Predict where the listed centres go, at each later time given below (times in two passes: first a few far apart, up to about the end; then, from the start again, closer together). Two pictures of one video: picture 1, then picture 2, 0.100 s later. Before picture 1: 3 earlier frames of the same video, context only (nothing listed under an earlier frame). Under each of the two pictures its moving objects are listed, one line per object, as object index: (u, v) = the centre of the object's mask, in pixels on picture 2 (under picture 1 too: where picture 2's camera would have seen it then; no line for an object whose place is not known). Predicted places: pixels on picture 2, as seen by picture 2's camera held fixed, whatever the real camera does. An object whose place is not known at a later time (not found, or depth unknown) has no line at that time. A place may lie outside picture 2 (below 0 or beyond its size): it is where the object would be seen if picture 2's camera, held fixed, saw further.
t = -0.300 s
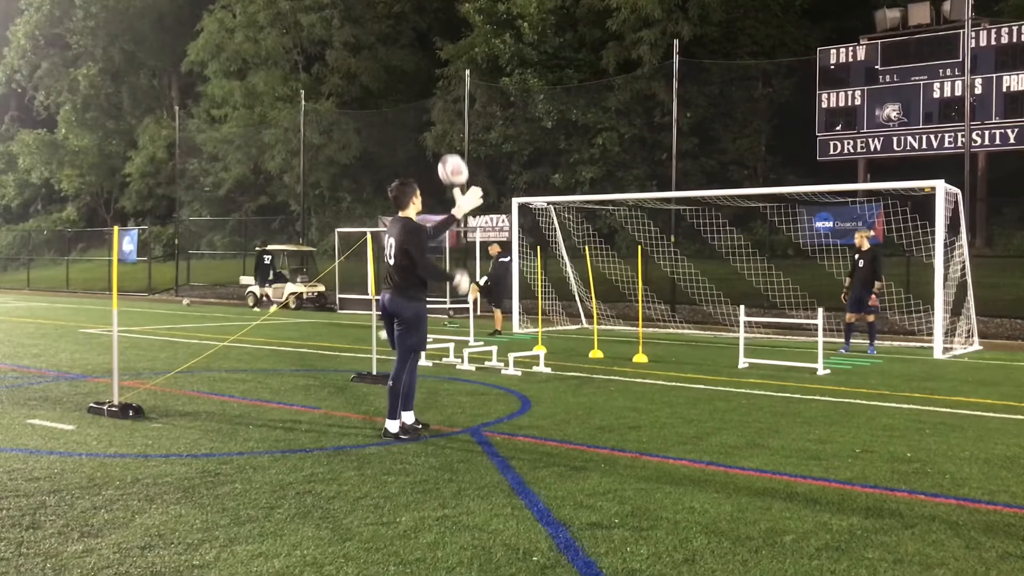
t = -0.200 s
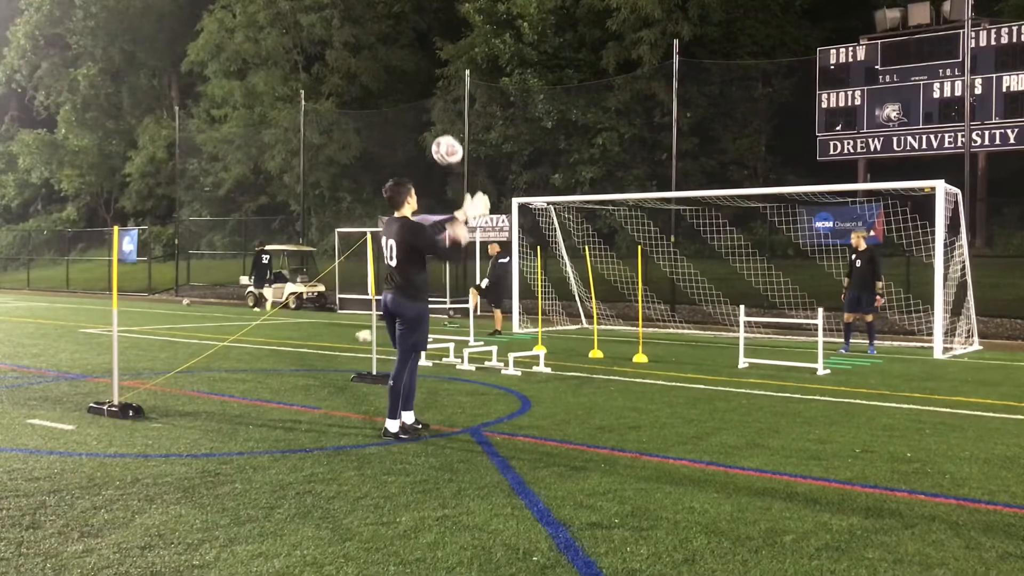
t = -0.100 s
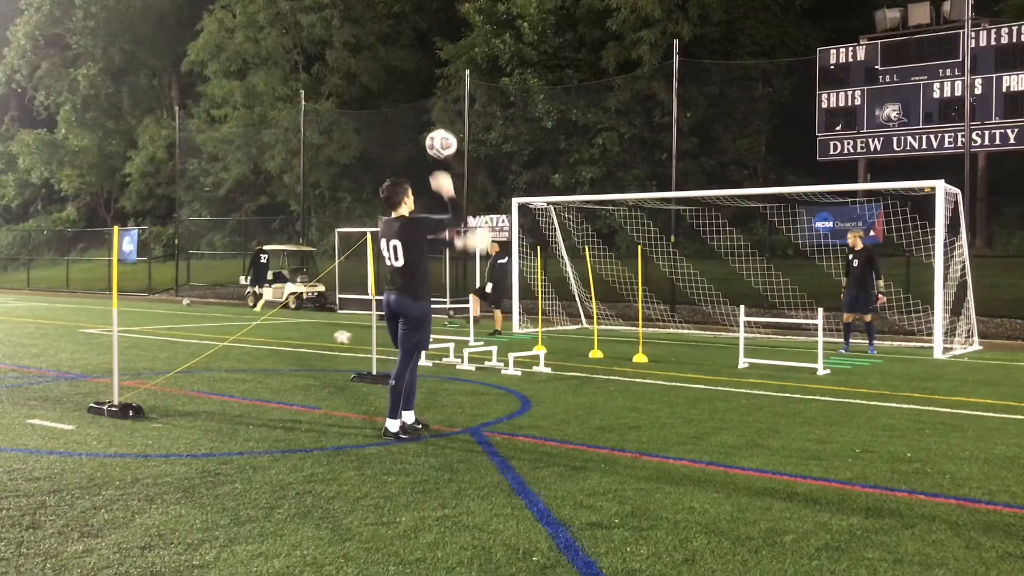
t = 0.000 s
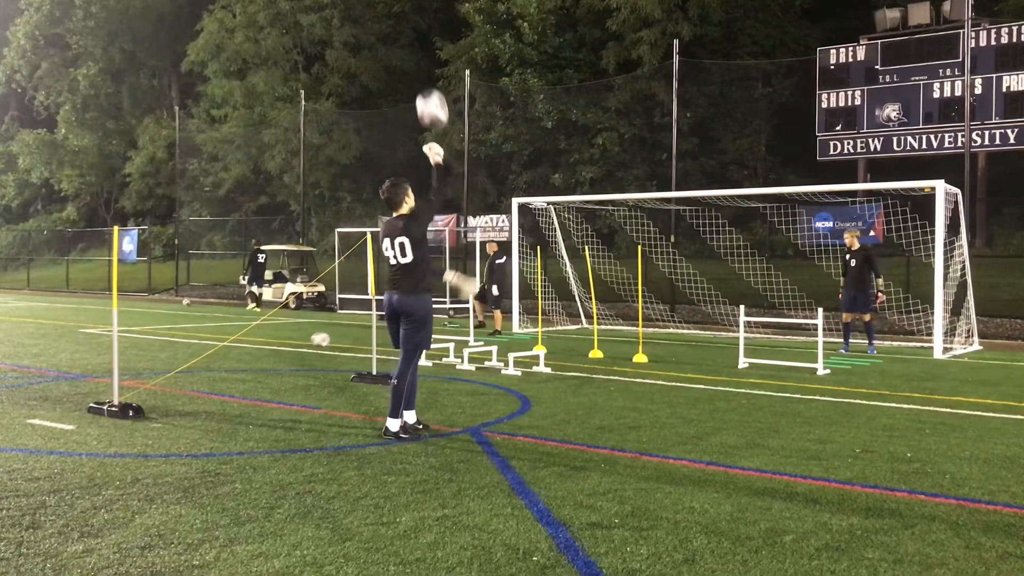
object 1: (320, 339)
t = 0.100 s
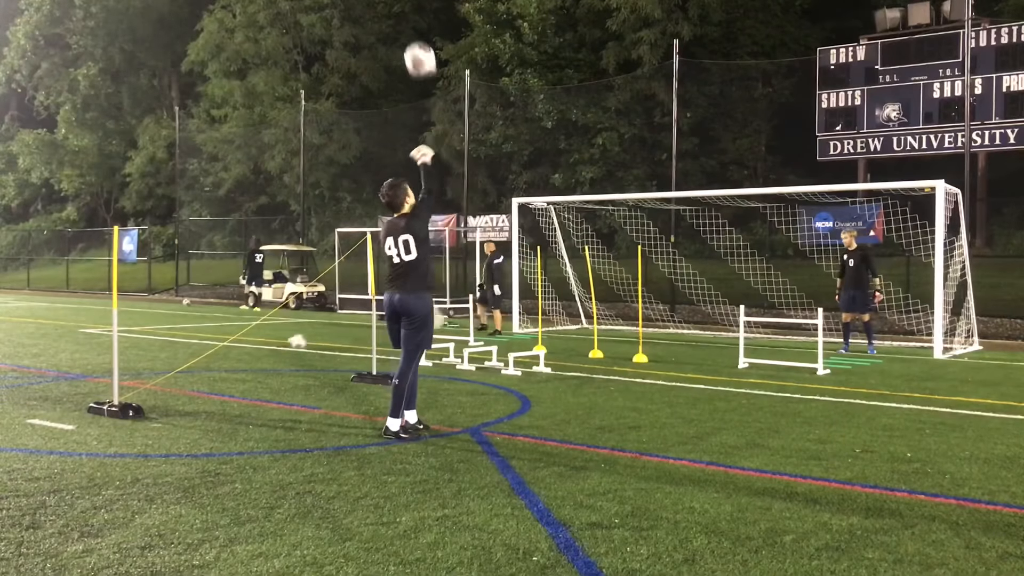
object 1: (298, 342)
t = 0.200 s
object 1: (274, 341)
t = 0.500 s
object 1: (200, 348)
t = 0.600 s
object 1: (175, 350)
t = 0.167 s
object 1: (282, 341)
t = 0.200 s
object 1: (274, 341)
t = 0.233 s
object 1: (266, 342)
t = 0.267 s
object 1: (259, 344)
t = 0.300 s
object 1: (251, 344)
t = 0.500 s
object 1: (200, 348)
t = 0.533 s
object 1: (192, 349)
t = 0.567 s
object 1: (184, 350)
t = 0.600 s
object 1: (175, 350)
